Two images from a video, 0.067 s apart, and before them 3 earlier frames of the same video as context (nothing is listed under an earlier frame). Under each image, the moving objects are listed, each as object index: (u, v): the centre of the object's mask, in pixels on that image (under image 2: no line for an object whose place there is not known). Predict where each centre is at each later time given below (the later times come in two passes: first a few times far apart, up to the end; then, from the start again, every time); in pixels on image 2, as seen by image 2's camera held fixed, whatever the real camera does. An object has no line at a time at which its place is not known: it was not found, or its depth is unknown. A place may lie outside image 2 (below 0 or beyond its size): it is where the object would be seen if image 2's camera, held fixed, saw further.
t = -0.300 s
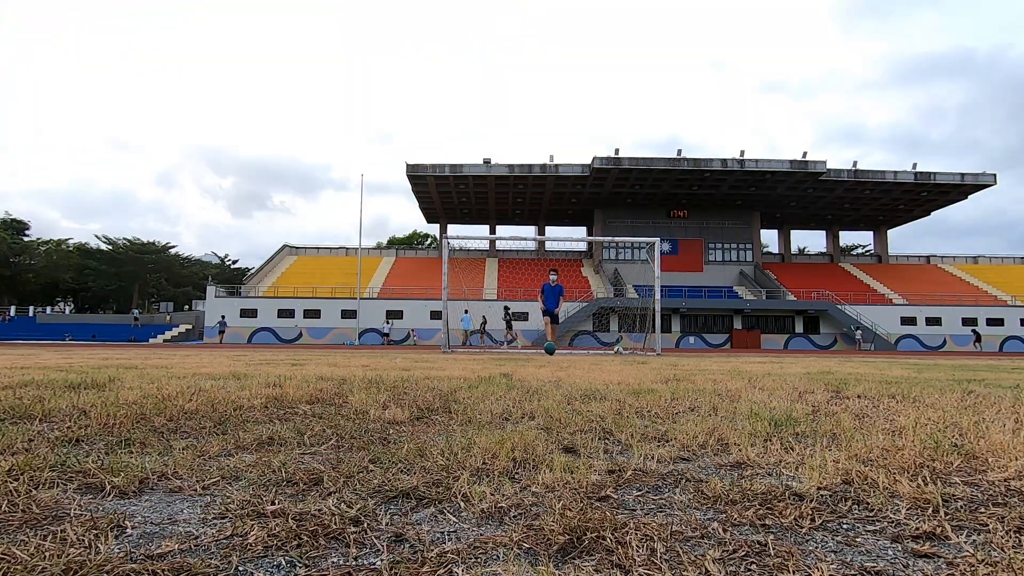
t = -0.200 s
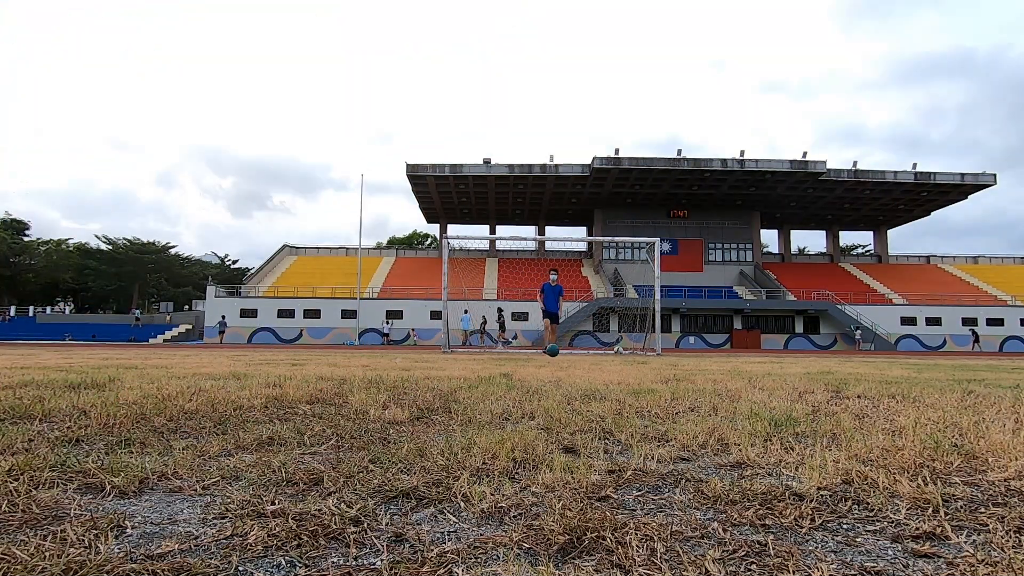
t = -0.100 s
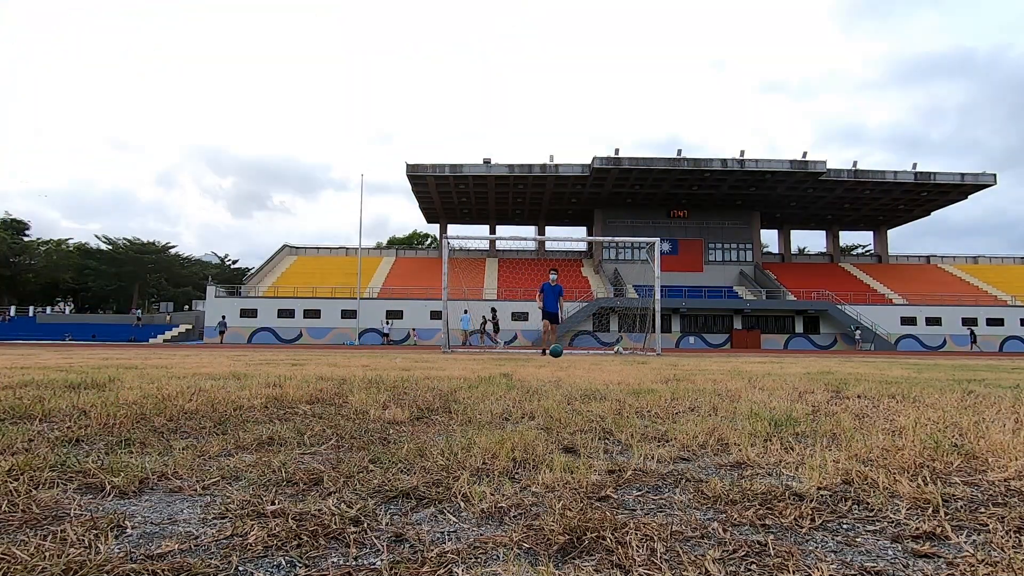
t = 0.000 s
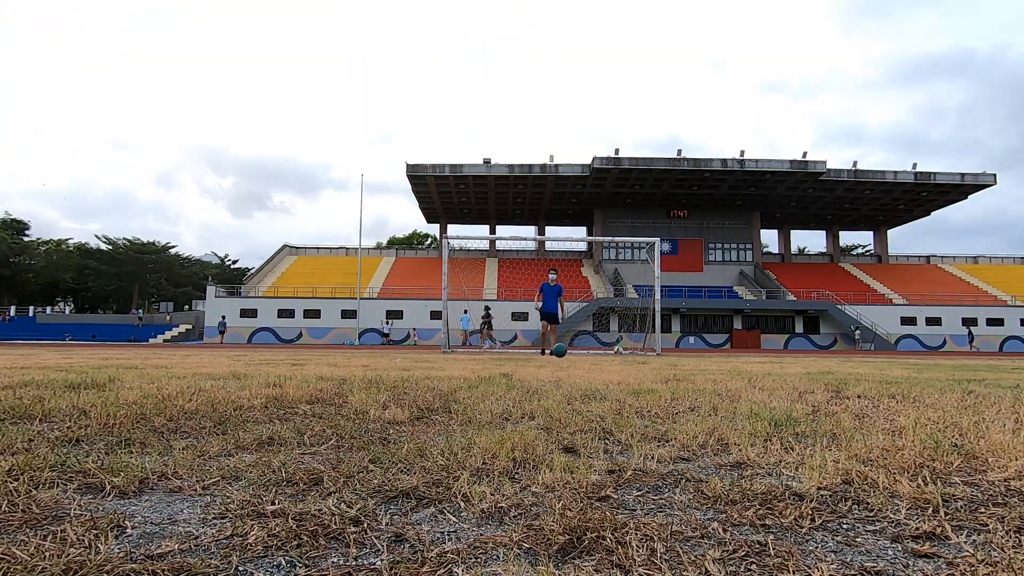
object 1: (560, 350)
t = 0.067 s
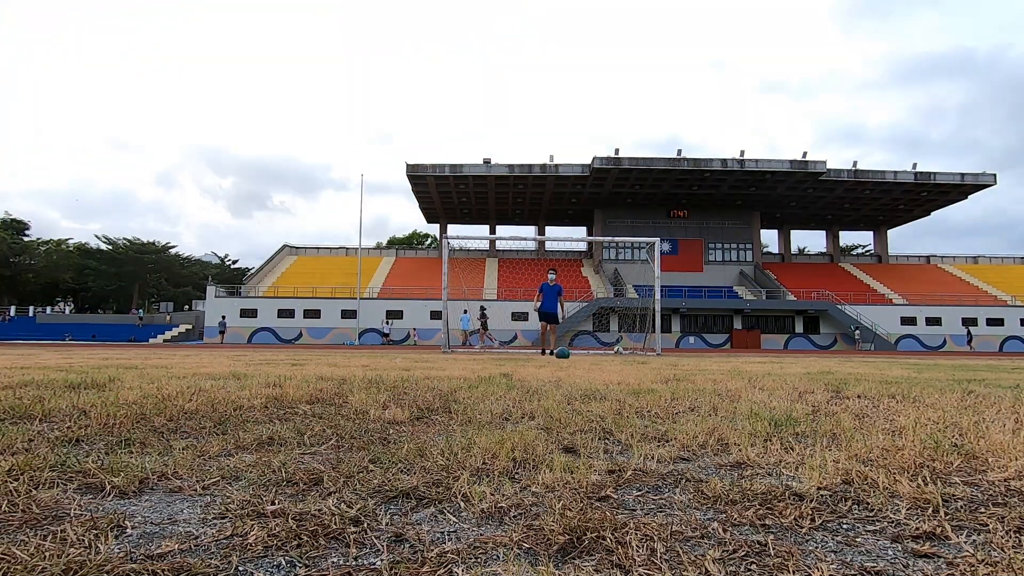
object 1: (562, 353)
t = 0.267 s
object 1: (571, 353)
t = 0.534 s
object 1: (586, 354)
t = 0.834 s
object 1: (605, 353)
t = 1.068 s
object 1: (627, 354)
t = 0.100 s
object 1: (564, 352)
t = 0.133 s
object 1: (565, 352)
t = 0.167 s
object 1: (566, 351)
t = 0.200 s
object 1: (568, 351)
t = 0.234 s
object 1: (570, 352)
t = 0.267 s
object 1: (571, 353)
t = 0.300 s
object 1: (573, 353)
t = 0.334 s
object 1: (574, 353)
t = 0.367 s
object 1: (576, 353)
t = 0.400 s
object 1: (578, 354)
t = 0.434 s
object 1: (580, 353)
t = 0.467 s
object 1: (582, 353)
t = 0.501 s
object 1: (584, 353)
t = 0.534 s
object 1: (586, 354)
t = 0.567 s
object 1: (588, 354)
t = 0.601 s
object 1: (590, 353)
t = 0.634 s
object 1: (592, 351)
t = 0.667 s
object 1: (593, 351)
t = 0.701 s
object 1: (596, 352)
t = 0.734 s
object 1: (598, 353)
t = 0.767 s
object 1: (600, 355)
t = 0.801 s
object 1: (603, 354)
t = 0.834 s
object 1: (605, 353)
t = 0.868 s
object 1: (608, 352)
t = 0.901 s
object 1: (611, 352)
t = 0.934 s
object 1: (614, 353)
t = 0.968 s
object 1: (617, 355)
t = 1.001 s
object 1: (620, 356)
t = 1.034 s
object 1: (623, 355)
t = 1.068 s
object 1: (627, 354)
